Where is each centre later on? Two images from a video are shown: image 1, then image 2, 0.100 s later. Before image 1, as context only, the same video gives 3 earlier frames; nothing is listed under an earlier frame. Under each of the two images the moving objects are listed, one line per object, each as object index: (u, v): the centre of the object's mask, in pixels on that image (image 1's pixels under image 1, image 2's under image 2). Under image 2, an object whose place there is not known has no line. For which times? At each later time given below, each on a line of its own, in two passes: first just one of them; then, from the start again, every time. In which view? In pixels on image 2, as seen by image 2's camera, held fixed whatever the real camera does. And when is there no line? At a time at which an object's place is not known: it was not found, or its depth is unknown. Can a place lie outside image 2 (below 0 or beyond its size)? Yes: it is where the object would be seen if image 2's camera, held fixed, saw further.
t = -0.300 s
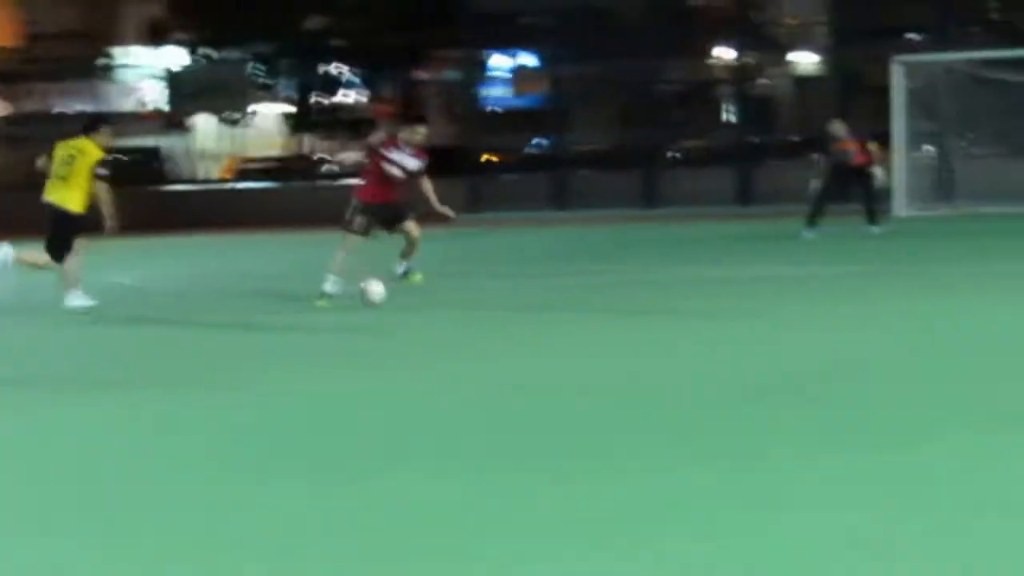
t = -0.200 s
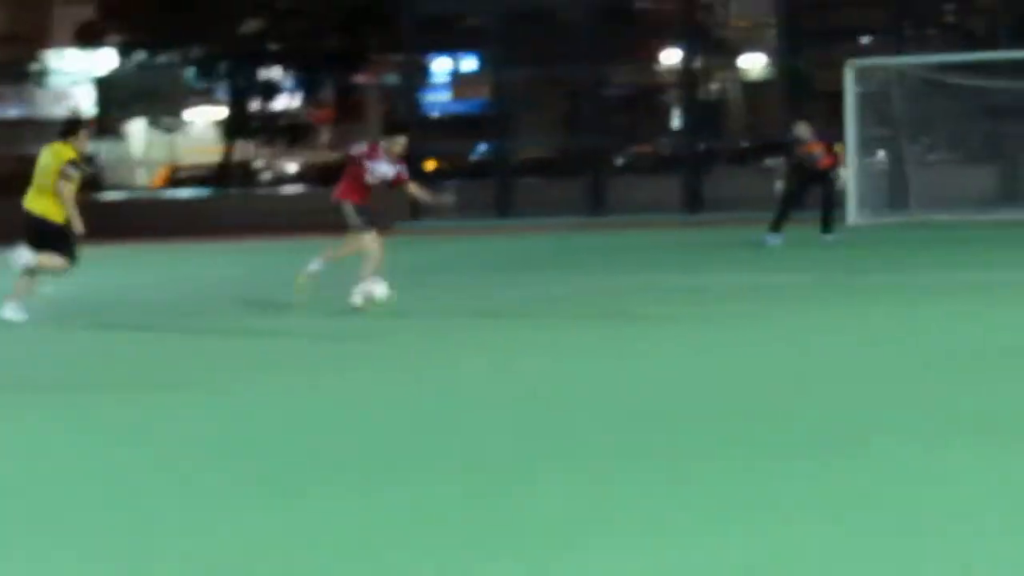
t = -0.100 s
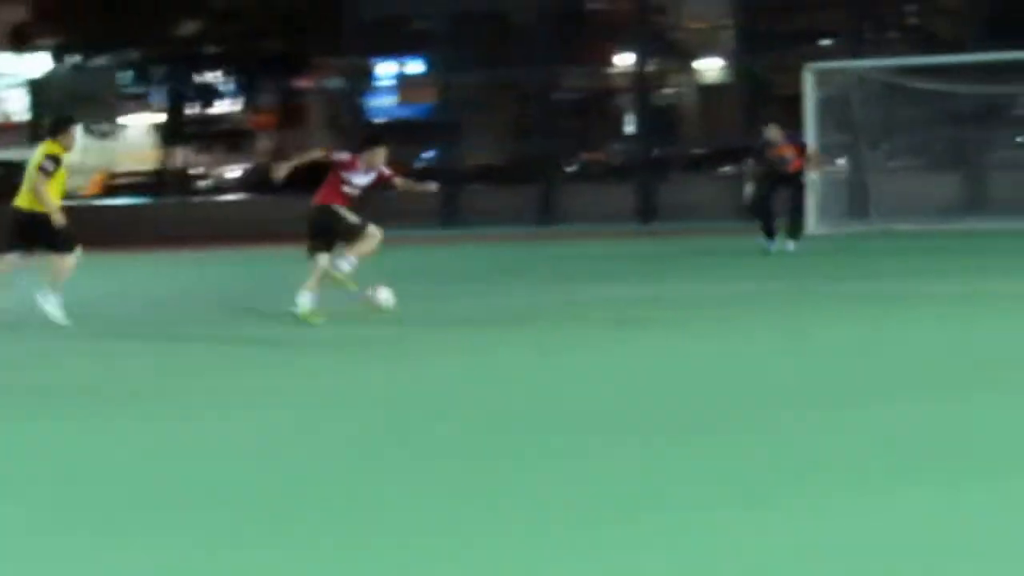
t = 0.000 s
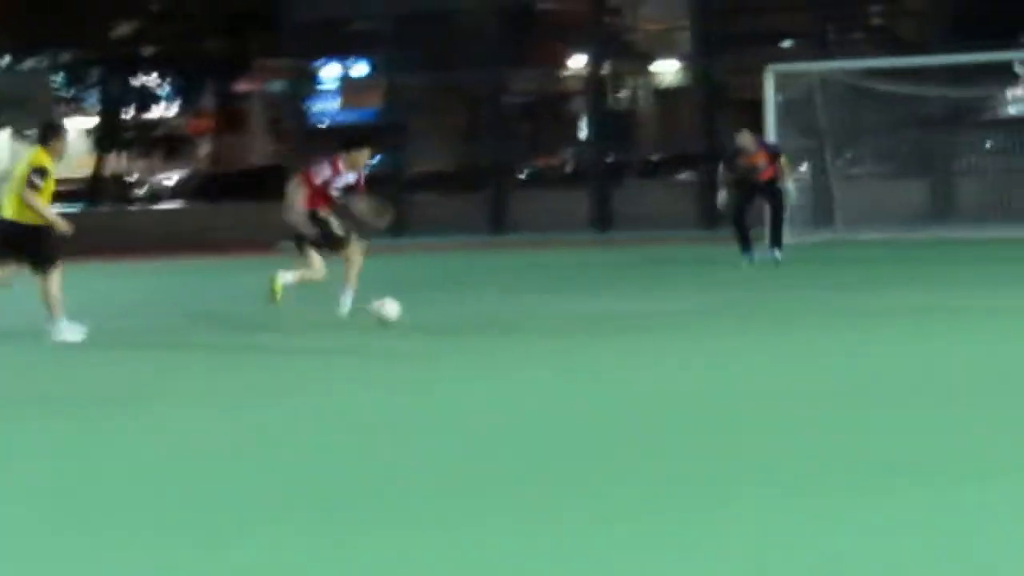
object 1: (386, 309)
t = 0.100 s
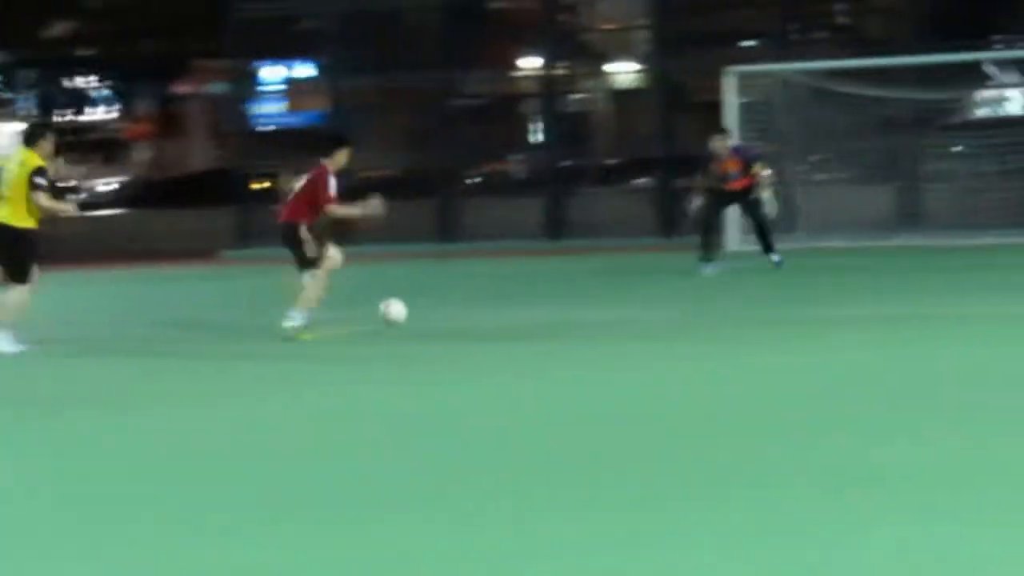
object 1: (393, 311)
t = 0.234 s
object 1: (469, 303)
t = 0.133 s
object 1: (411, 313)
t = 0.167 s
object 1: (431, 312)
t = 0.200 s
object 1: (449, 307)
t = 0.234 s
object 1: (469, 303)
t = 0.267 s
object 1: (488, 300)
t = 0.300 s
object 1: (503, 299)
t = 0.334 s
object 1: (521, 299)
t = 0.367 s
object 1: (538, 302)
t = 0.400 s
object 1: (556, 300)
